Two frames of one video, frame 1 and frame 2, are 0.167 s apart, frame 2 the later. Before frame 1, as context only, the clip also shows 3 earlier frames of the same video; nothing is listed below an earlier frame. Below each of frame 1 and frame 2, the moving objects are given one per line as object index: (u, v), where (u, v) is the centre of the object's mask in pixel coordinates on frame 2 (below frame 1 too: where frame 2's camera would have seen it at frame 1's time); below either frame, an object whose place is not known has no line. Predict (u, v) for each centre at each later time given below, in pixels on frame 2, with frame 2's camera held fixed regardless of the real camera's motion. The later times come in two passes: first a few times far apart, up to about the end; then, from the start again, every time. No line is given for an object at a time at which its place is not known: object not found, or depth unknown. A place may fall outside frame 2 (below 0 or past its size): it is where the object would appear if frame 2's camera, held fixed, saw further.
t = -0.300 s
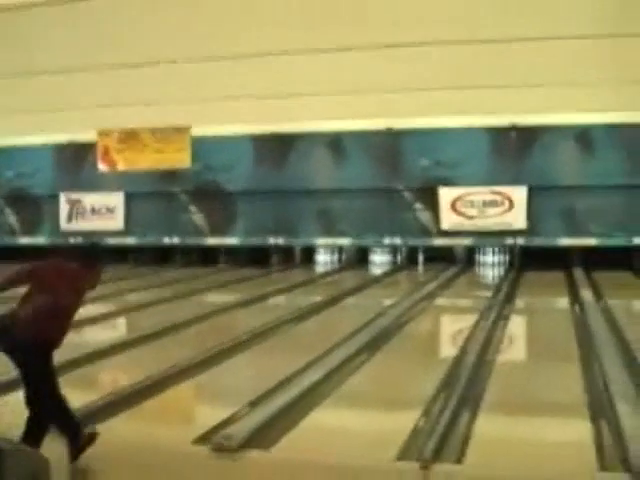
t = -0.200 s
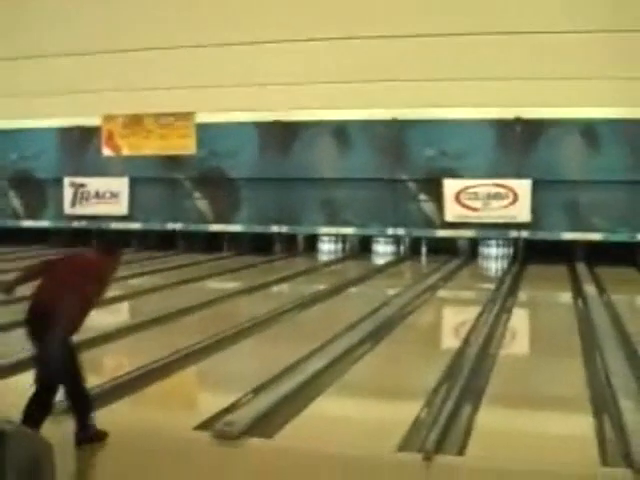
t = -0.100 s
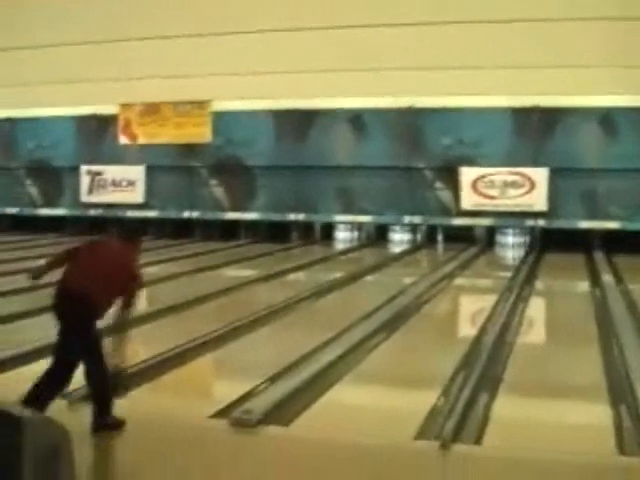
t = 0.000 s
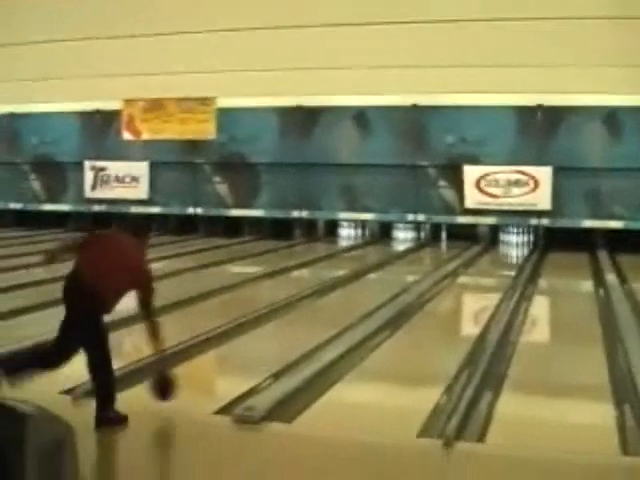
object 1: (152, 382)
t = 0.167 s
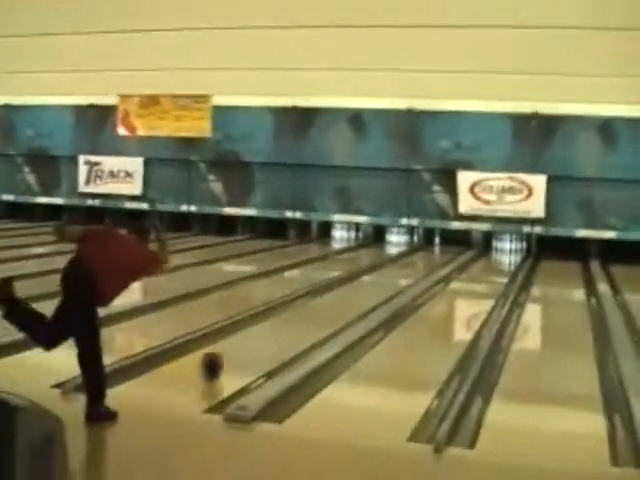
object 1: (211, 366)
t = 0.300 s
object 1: (247, 349)
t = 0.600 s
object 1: (306, 320)
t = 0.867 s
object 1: (343, 301)
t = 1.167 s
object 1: (372, 285)
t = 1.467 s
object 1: (395, 274)
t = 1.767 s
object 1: (412, 264)
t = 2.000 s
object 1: (423, 259)
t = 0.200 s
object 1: (221, 362)
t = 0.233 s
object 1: (230, 357)
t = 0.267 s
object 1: (239, 353)
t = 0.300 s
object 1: (247, 349)
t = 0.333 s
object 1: (255, 345)
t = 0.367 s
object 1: (262, 341)
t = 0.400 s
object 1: (270, 338)
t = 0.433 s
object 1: (276, 335)
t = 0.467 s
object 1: (283, 331)
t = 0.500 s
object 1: (290, 328)
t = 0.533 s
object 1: (295, 325)
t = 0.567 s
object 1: (301, 322)
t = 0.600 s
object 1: (306, 320)
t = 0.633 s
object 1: (311, 318)
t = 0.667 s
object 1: (316, 315)
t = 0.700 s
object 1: (321, 312)
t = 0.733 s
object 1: (326, 309)
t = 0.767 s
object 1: (331, 307)
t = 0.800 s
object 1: (335, 306)
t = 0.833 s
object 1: (339, 303)
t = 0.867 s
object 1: (343, 301)
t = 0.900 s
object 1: (347, 299)
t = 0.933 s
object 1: (351, 296)
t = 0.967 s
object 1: (354, 294)
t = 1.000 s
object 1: (358, 293)
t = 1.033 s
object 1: (361, 291)
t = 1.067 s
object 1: (364, 289)
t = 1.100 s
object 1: (367, 287)
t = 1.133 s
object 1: (370, 286)
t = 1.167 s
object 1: (372, 285)
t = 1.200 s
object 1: (376, 283)
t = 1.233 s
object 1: (378, 282)
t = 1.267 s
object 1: (381, 280)
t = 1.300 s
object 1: (383, 279)
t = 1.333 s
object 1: (386, 278)
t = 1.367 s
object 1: (389, 277)
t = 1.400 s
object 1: (391, 276)
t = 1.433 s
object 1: (393, 275)
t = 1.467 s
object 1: (395, 274)
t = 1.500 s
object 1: (397, 272)
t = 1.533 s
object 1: (400, 271)
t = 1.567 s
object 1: (402, 271)
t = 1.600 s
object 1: (404, 270)
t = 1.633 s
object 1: (406, 269)
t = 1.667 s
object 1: (408, 267)
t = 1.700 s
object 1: (409, 267)
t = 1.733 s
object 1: (411, 265)
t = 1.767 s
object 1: (412, 264)
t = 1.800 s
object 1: (414, 264)
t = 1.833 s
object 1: (415, 263)
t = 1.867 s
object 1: (416, 262)
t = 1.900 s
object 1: (418, 261)
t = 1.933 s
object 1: (420, 260)
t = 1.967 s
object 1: (422, 260)
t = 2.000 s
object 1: (423, 259)
